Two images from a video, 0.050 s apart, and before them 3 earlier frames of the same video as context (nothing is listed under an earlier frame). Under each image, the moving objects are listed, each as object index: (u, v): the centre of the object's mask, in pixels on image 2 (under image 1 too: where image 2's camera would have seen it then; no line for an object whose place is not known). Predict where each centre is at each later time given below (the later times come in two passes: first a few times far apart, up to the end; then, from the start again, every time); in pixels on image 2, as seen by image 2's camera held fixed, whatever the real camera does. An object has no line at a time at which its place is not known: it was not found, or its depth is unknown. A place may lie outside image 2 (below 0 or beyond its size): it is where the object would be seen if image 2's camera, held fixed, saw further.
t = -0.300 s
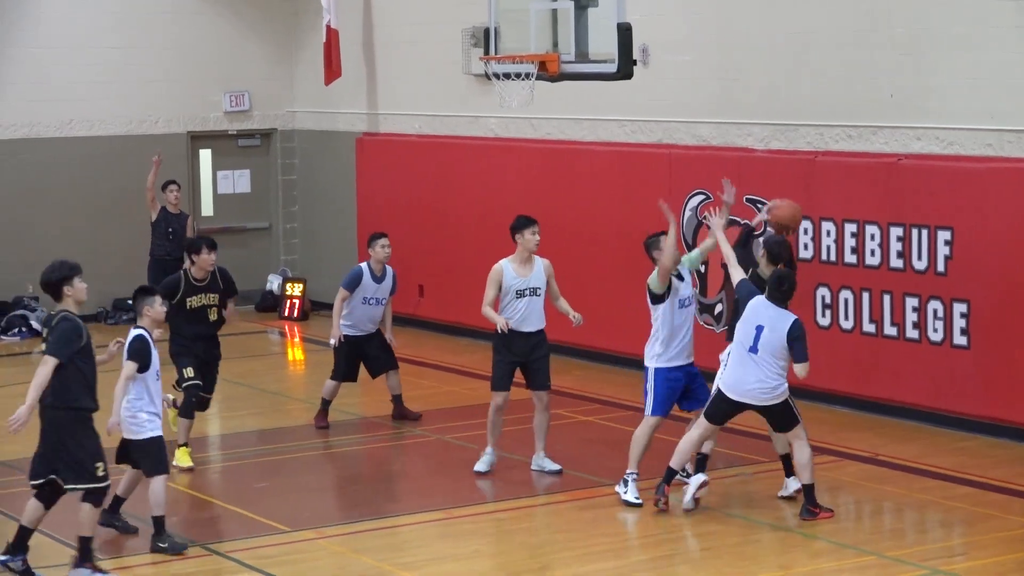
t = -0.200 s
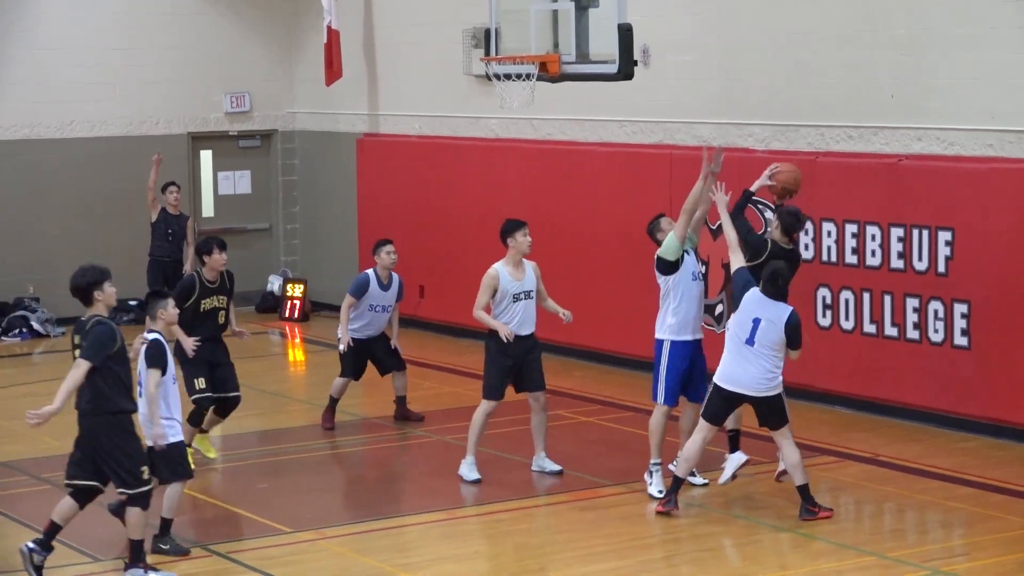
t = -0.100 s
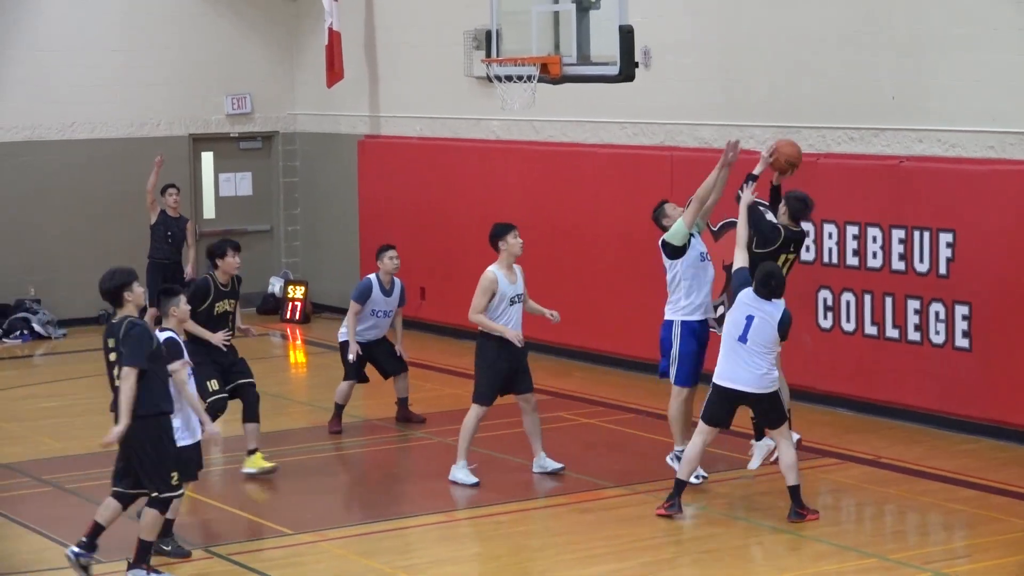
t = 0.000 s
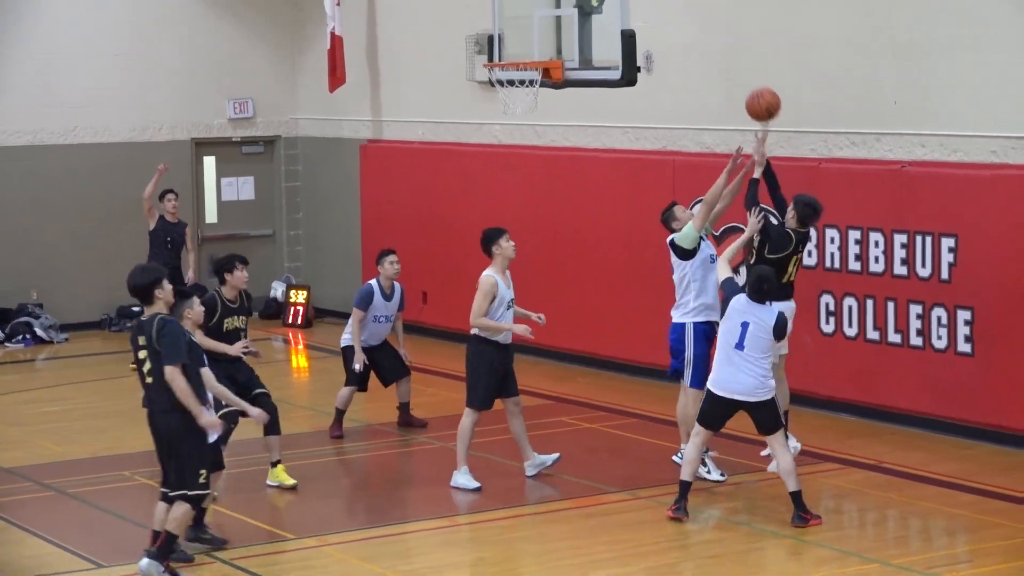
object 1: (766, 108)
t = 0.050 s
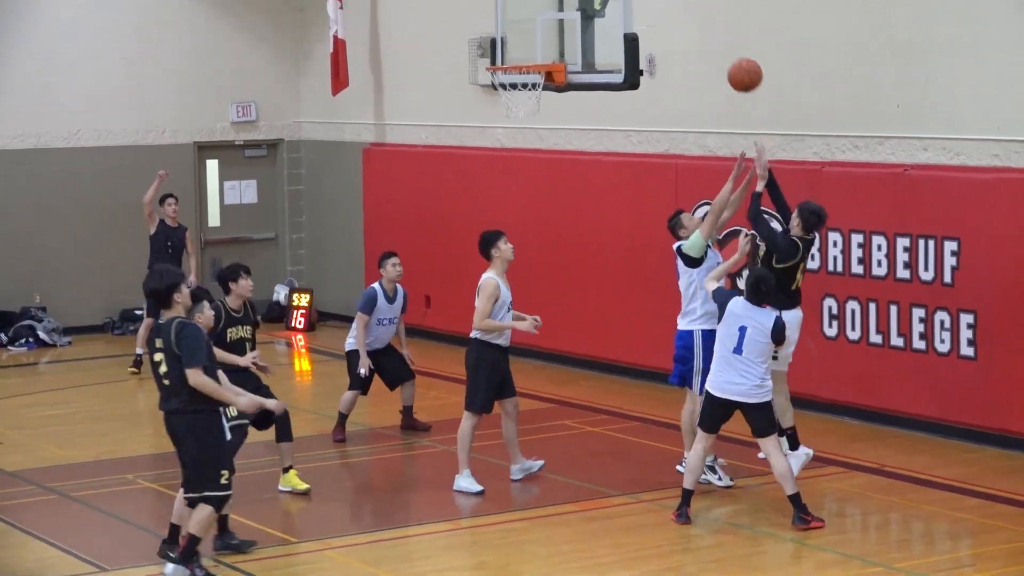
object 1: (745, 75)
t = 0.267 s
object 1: (658, -16)
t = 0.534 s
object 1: (561, -48)
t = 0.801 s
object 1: (473, 21)
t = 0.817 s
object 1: (468, 28)
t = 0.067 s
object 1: (738, 65)
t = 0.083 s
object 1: (731, 55)
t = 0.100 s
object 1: (724, 46)
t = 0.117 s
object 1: (717, 37)
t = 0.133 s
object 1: (711, 29)
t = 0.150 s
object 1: (704, 21)
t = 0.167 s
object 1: (697, 14)
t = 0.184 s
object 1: (691, 7)
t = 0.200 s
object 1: (684, 0)
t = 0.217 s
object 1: (678, -4)
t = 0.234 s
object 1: (671, -8)
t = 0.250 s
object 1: (664, -12)
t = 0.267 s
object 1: (658, -16)
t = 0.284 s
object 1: (652, -19)
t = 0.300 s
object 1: (645, -23)
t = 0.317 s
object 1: (639, -26)
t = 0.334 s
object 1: (633, -29)
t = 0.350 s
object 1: (626, -32)
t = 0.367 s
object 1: (620, -34)
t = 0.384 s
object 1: (614, -37)
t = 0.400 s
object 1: (608, -39)
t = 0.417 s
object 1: (603, -41)
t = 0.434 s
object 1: (596, -43)
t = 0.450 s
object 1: (590, -44)
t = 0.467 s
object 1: (584, -46)
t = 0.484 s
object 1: (578, -47)
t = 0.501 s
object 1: (573, -47)
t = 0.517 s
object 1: (567, -48)
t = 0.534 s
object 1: (561, -48)
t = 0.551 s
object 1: (555, -47)
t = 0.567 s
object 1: (549, -44)
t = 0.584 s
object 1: (544, -42)
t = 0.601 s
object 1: (539, -39)
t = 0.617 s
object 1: (533, -36)
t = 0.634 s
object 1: (527, -32)
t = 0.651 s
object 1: (522, -28)
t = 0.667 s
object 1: (516, -25)
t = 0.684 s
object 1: (511, -20)
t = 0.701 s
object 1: (505, -15)
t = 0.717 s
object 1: (500, -10)
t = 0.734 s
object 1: (494, -4)
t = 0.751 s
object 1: (489, 2)
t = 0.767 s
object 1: (484, 8)
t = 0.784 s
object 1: (478, 14)
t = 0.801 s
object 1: (473, 21)
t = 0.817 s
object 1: (468, 28)
